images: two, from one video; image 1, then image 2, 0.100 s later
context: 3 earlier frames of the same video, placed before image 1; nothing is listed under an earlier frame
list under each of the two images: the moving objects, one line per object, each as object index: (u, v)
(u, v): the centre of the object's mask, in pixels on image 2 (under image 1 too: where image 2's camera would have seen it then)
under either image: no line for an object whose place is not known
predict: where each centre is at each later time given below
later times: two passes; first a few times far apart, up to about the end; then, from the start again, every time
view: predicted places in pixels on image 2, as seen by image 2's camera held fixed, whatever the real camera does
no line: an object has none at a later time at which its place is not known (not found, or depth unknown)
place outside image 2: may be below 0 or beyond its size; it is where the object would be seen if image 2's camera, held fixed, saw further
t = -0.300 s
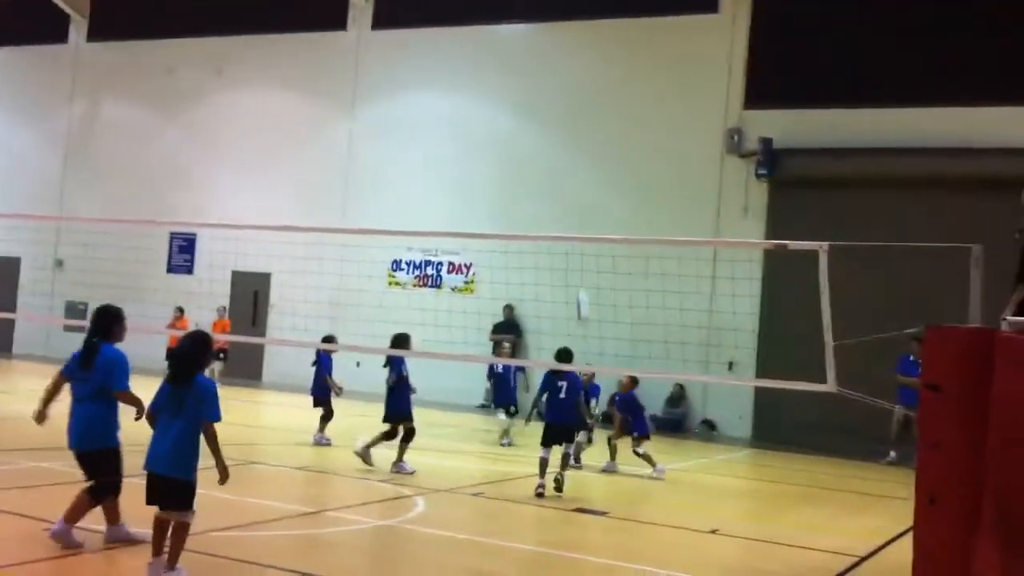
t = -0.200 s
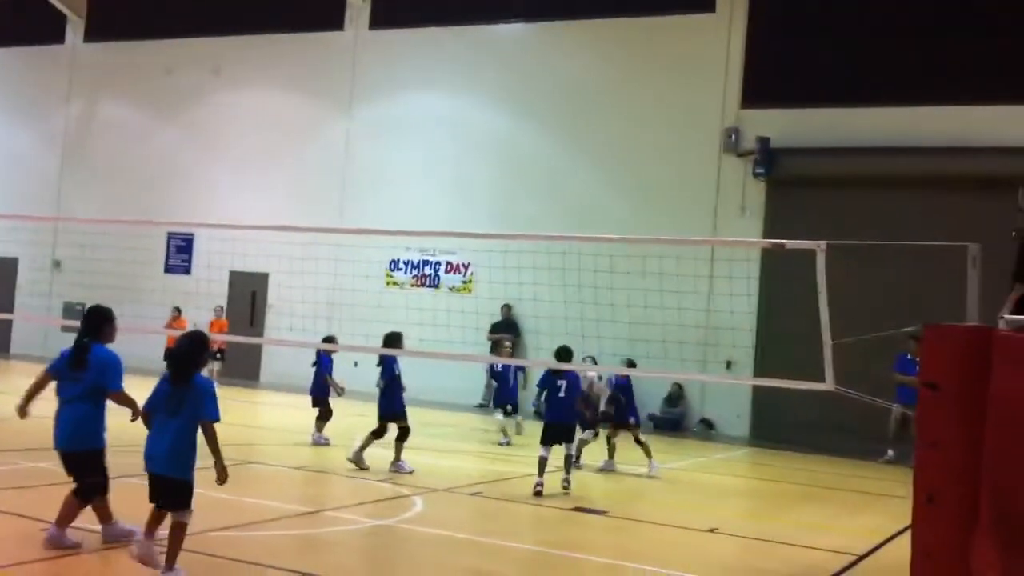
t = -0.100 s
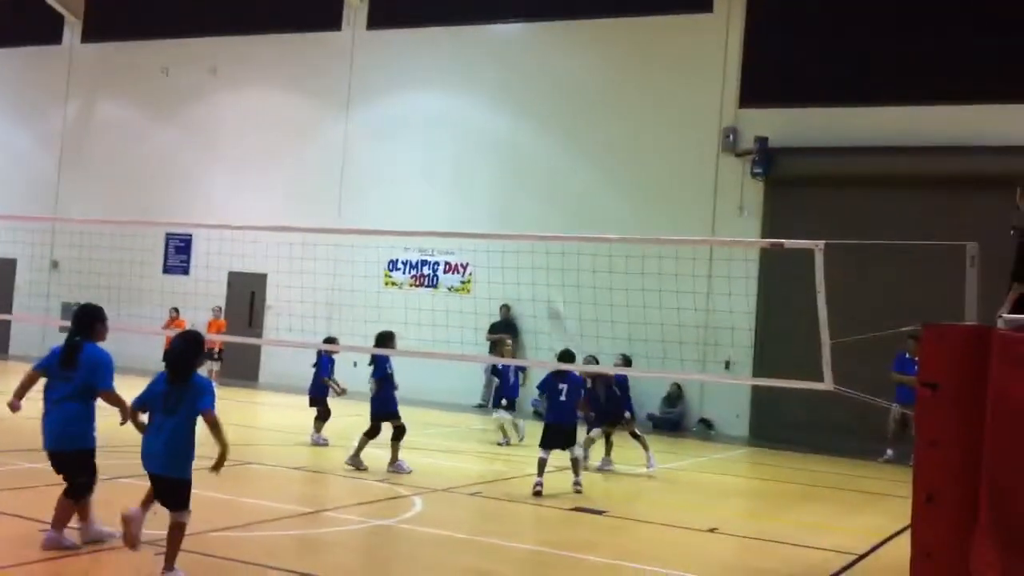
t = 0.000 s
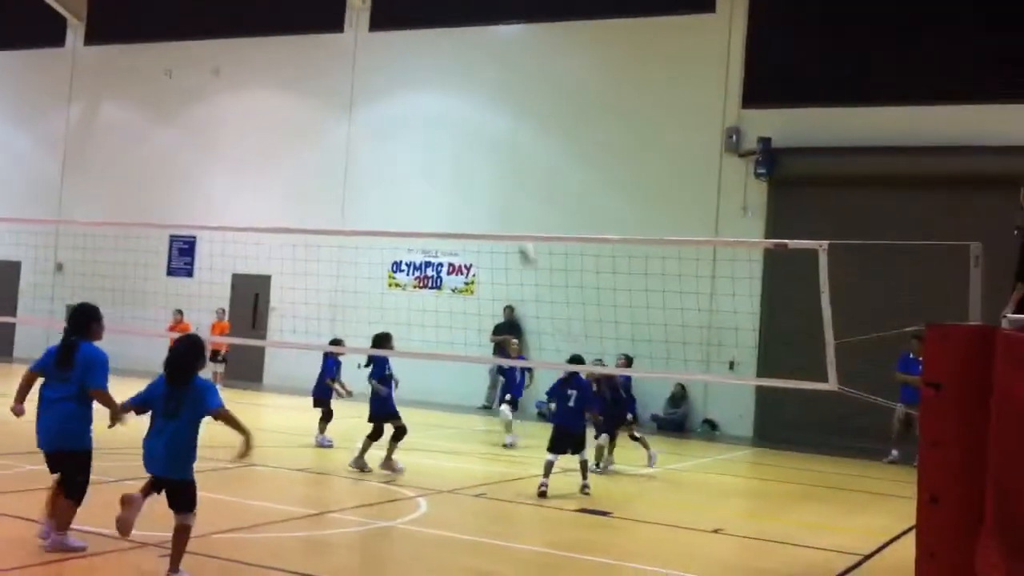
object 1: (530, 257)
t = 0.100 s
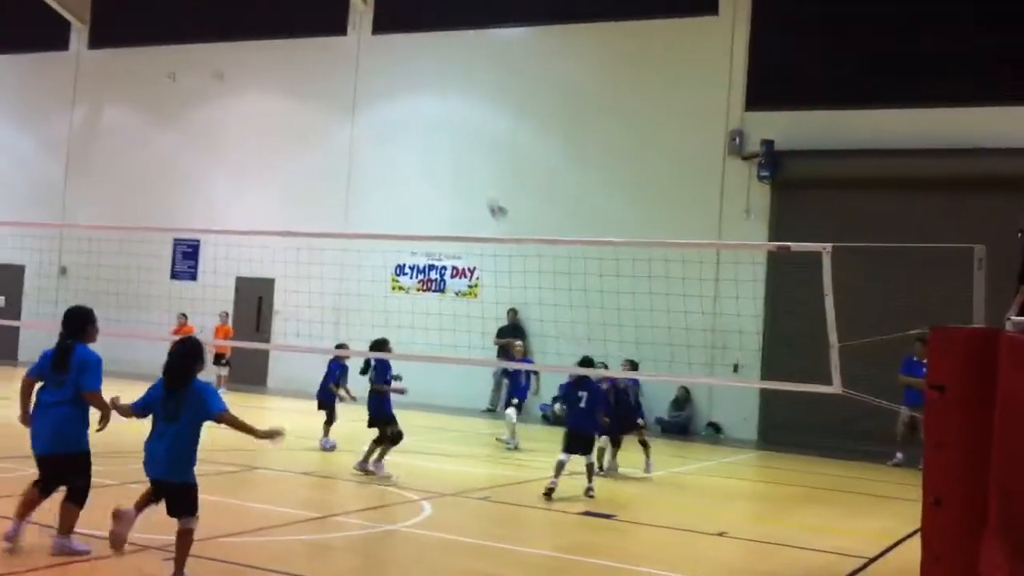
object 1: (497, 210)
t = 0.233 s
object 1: (451, 156)
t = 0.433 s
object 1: (384, 107)
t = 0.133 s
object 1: (485, 194)
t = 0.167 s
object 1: (475, 181)
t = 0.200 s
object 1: (464, 168)
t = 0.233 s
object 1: (451, 156)
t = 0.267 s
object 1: (440, 147)
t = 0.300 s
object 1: (430, 136)
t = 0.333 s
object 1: (418, 127)
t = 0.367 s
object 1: (407, 120)
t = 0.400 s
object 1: (396, 113)
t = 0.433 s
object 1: (384, 107)
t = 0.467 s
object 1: (373, 102)
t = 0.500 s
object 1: (362, 98)
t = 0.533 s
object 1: (350, 96)
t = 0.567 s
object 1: (339, 94)
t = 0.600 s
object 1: (327, 94)
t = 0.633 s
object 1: (317, 94)
